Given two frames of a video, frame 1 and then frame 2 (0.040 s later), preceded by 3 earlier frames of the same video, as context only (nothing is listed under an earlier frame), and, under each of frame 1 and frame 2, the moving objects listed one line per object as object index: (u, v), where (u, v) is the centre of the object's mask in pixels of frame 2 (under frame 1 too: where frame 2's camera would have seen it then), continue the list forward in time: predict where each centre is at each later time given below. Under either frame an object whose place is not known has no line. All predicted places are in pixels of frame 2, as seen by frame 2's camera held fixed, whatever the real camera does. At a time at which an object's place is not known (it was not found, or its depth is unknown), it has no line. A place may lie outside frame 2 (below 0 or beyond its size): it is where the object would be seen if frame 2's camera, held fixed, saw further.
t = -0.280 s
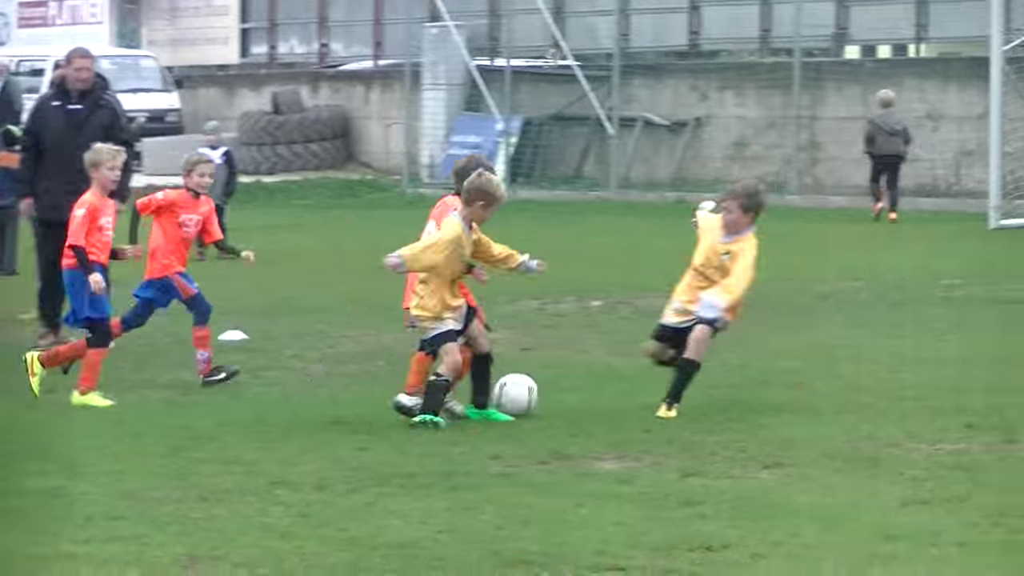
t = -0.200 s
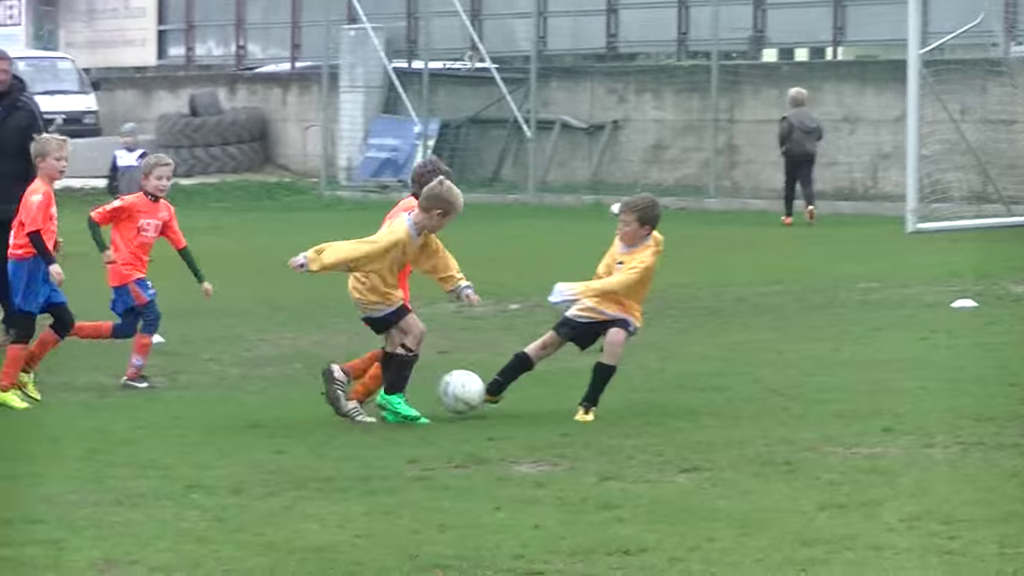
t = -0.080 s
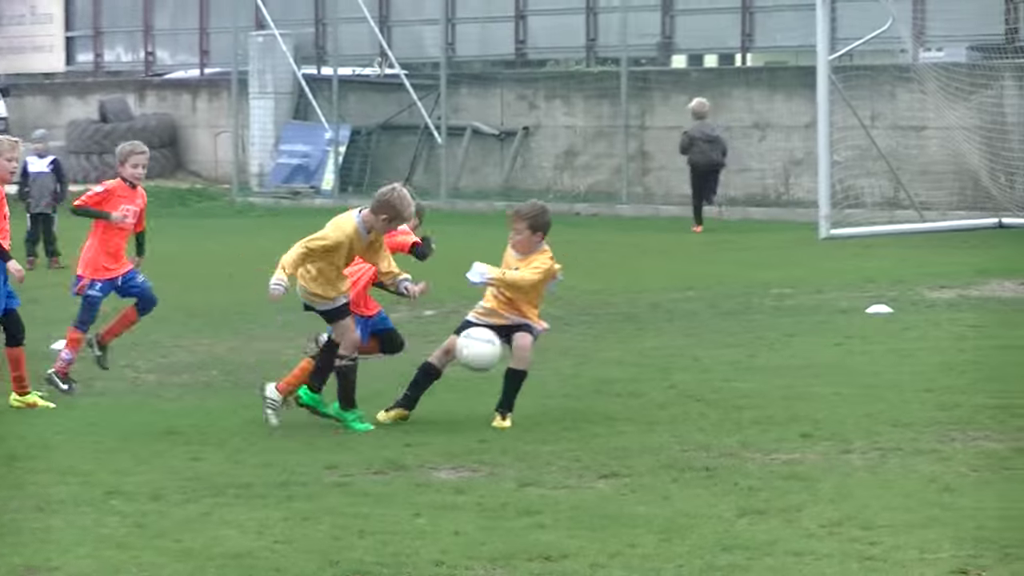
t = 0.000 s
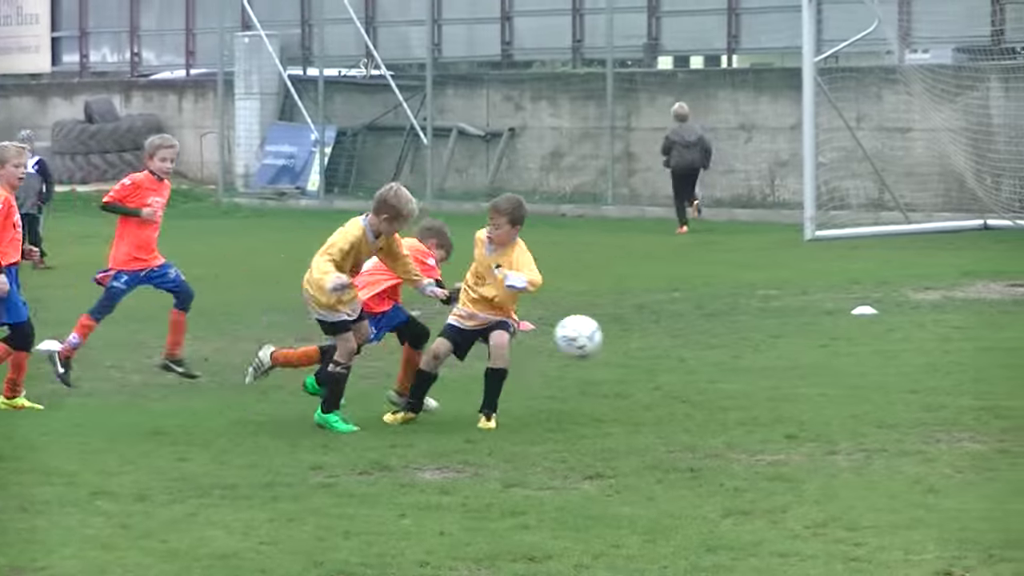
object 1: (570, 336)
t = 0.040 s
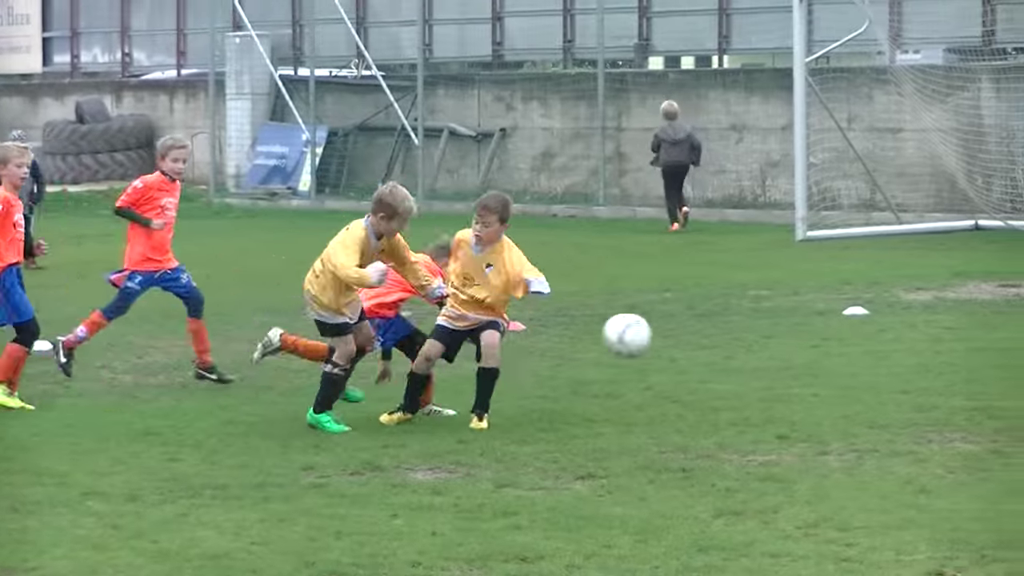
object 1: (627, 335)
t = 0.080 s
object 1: (685, 337)
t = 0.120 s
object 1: (743, 342)
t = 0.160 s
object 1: (799, 351)
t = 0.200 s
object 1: (858, 363)
